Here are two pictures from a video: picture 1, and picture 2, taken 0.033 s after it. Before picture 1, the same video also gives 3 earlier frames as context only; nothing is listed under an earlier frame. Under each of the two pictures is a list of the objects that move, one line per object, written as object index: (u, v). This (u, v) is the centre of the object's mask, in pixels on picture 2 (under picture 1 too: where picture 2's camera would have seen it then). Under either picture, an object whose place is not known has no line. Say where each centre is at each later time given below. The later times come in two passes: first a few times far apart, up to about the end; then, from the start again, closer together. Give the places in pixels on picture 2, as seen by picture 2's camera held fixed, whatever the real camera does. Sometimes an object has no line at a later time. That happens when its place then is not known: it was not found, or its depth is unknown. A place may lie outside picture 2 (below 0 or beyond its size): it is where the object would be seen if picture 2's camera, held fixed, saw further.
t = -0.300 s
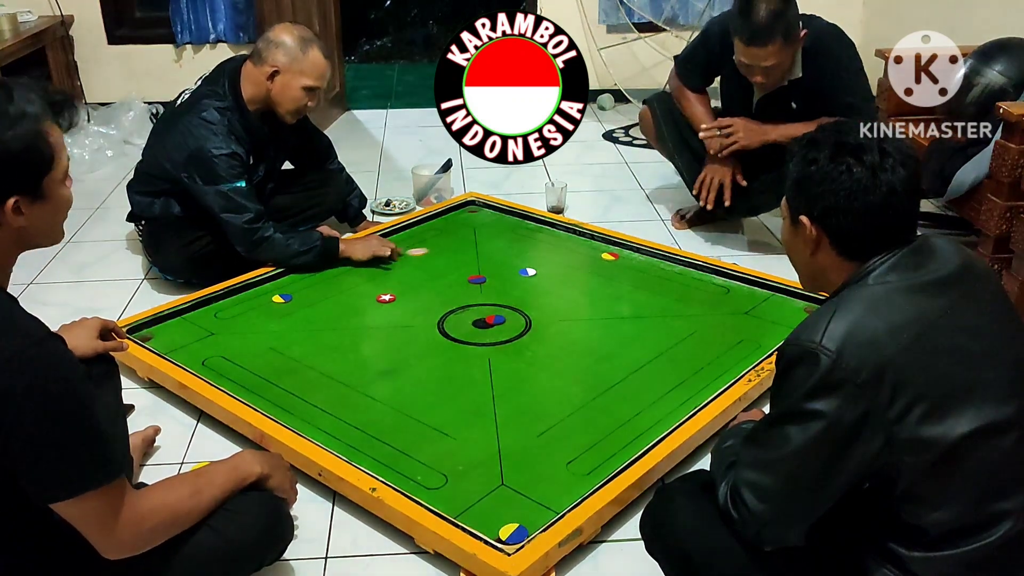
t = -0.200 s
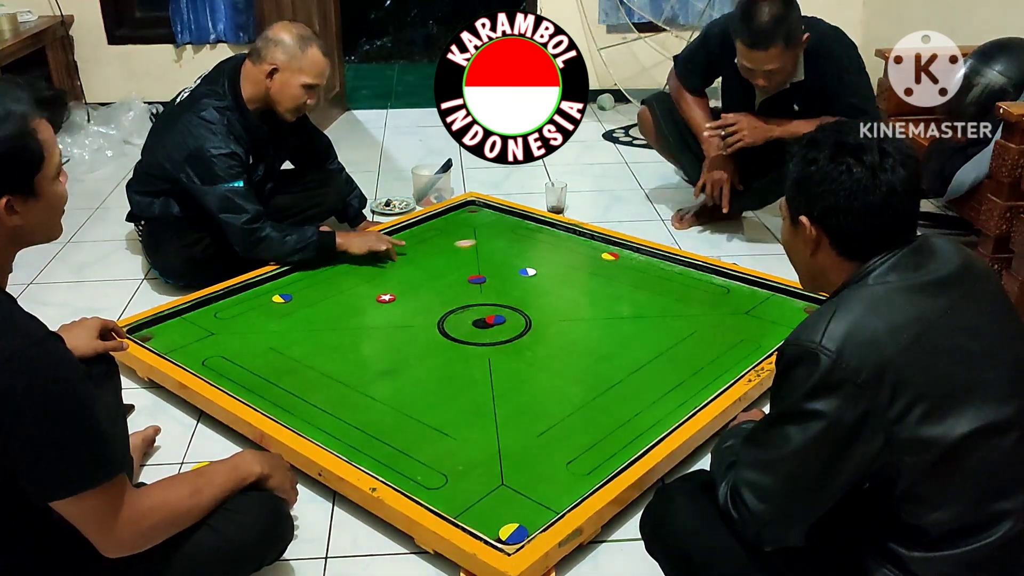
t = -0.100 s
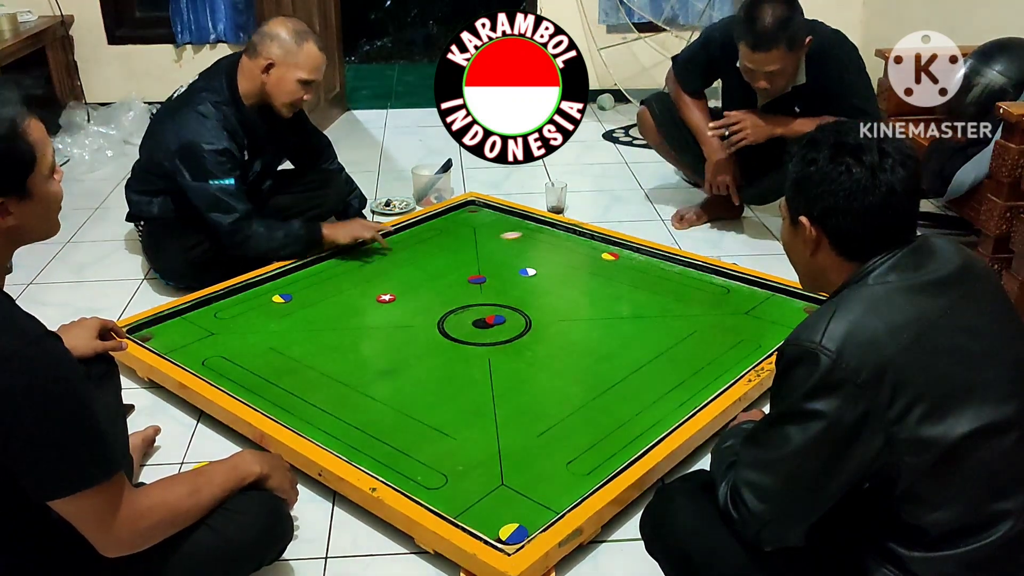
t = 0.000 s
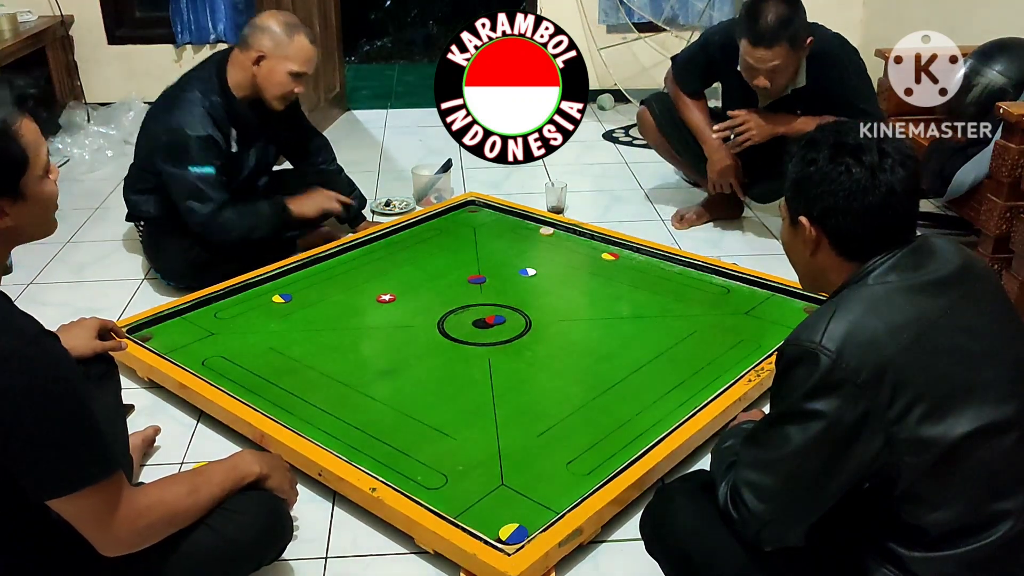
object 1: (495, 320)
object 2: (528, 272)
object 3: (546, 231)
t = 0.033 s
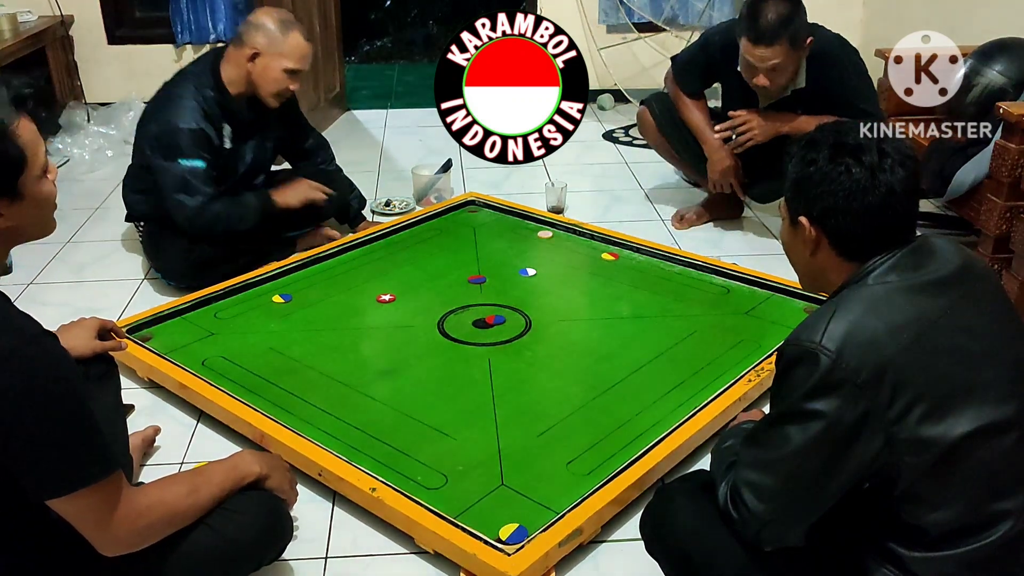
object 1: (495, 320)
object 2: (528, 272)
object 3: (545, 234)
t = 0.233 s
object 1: (495, 320)
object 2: (527, 272)
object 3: (535, 256)
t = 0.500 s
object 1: (495, 320)
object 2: (517, 296)
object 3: (530, 266)
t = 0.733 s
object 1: (475, 329)
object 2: (524, 319)
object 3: (530, 268)
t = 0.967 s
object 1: (433, 350)
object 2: (553, 332)
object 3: (530, 270)
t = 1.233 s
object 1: (385, 373)
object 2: (583, 346)
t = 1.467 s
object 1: (342, 395)
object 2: (609, 358)
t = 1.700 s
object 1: (301, 418)
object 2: (634, 371)
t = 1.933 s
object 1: (313, 414)
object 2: (658, 384)
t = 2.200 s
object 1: (339, 404)
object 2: (682, 397)
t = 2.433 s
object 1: (359, 397)
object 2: (688, 403)
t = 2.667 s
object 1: (374, 392)
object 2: (675, 400)
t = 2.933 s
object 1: (387, 389)
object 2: (665, 399)
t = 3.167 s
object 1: (397, 387)
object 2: (660, 399)
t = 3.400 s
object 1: (405, 386)
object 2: (657, 399)
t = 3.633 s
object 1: (407, 386)
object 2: (657, 399)
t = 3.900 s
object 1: (408, 386)
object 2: (657, 399)
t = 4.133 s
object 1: (410, 386)
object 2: (657, 399)
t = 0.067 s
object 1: (495, 320)
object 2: (527, 272)
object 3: (543, 238)
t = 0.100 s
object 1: (495, 320)
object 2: (527, 272)
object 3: (541, 241)
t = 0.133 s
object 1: (495, 320)
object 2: (527, 272)
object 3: (540, 245)
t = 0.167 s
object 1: (495, 320)
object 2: (527, 272)
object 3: (538, 248)
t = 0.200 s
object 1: (495, 320)
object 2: (527, 272)
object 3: (537, 252)
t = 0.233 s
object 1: (495, 320)
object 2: (527, 272)
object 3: (535, 256)
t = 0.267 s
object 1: (495, 320)
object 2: (527, 272)
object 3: (533, 259)
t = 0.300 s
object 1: (495, 320)
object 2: (527, 272)
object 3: (532, 263)
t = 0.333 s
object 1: (495, 320)
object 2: (527, 275)
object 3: (531, 265)
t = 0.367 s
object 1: (495, 320)
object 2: (525, 279)
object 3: (531, 265)
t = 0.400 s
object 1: (495, 320)
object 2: (523, 283)
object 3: (531, 265)
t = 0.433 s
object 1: (495, 320)
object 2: (521, 287)
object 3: (531, 266)
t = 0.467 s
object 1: (495, 320)
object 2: (519, 292)
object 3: (530, 266)
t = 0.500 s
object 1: (495, 320)
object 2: (517, 296)
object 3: (530, 266)
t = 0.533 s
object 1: (495, 320)
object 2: (515, 301)
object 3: (530, 266)
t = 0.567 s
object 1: (495, 320)
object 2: (513, 306)
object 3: (530, 267)
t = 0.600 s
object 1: (495, 320)
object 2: (511, 310)
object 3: (530, 267)
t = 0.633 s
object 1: (492, 321)
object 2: (512, 314)
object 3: (530, 267)
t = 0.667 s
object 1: (487, 323)
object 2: (517, 316)
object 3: (530, 268)
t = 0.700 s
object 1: (481, 326)
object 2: (520, 317)
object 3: (530, 268)
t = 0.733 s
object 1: (475, 329)
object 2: (524, 319)
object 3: (530, 268)
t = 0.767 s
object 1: (469, 332)
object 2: (528, 321)
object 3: (530, 269)
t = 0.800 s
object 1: (463, 335)
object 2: (532, 323)
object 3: (530, 269)
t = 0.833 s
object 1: (457, 338)
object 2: (537, 325)
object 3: (530, 269)
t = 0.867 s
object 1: (451, 341)
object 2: (541, 327)
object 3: (530, 269)
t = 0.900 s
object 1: (445, 344)
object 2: (545, 328)
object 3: (530, 269)
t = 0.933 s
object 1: (440, 347)
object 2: (549, 330)
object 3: (530, 270)
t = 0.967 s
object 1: (433, 350)
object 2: (553, 332)
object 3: (530, 270)
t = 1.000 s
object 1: (427, 353)
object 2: (557, 333)
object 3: (530, 270)
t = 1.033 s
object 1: (421, 356)
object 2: (560, 335)
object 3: (530, 271)
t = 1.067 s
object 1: (415, 358)
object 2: (564, 337)
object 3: (530, 270)
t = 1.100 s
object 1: (409, 361)
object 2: (568, 339)
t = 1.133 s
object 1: (403, 364)
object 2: (572, 340)
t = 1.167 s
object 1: (397, 367)
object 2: (576, 342)
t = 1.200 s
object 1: (391, 370)
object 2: (580, 344)
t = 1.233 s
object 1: (385, 373)
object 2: (583, 346)
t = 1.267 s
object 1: (379, 376)
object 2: (587, 347)
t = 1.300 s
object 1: (373, 379)
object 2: (591, 349)
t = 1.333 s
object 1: (367, 382)
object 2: (594, 351)
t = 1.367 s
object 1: (361, 385)
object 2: (598, 353)
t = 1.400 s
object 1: (355, 388)
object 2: (602, 354)
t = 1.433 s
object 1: (349, 392)
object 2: (606, 356)
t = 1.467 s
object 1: (342, 395)
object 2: (609, 358)
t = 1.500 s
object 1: (336, 398)
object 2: (613, 360)
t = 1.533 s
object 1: (331, 401)
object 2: (616, 362)
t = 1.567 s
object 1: (325, 405)
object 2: (620, 364)
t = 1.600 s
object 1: (318, 408)
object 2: (624, 365)
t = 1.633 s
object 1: (312, 411)
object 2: (627, 367)
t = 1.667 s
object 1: (306, 414)
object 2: (631, 369)
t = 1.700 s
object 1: (301, 418)
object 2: (634, 371)
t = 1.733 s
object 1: (295, 421)
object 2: (638, 373)
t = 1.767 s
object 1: (295, 421)
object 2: (642, 375)
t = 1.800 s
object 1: (298, 420)
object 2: (645, 376)
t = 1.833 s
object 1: (302, 418)
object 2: (648, 378)
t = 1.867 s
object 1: (305, 417)
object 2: (651, 380)
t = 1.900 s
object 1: (310, 416)
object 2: (655, 382)
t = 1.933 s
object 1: (313, 414)
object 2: (658, 384)
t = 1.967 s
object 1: (317, 413)
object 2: (661, 386)
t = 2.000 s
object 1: (320, 411)
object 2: (664, 387)
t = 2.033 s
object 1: (324, 410)
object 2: (667, 389)
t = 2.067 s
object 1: (327, 408)
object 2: (670, 391)
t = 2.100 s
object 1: (330, 407)
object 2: (673, 392)
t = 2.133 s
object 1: (334, 406)
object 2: (676, 394)
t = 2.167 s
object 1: (337, 405)
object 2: (679, 395)
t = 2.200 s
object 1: (339, 404)
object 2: (682, 397)
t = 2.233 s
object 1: (342, 403)
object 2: (685, 399)
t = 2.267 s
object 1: (345, 402)
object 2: (688, 401)
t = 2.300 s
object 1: (348, 401)
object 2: (690, 402)
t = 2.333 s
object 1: (351, 400)
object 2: (691, 403)
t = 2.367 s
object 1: (354, 399)
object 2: (691, 403)
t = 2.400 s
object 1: (356, 398)
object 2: (689, 403)
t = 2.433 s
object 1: (359, 397)
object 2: (688, 403)
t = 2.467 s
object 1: (361, 397)
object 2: (686, 403)
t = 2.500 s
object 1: (363, 396)
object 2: (684, 402)
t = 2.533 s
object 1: (366, 395)
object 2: (682, 402)
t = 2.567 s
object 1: (368, 394)
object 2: (680, 401)
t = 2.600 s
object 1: (370, 393)
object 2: (678, 401)
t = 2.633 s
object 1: (372, 393)
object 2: (677, 401)
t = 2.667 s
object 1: (374, 392)
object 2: (675, 400)
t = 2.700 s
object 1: (376, 392)
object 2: (674, 400)
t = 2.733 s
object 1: (378, 391)
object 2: (672, 400)
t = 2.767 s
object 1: (379, 391)
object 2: (671, 400)
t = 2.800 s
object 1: (381, 390)
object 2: (670, 399)
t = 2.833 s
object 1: (383, 390)
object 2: (668, 399)
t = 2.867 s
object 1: (384, 389)
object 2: (667, 399)
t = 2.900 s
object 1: (386, 389)
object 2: (666, 399)
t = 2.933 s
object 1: (387, 389)
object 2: (665, 399)
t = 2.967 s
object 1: (389, 388)
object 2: (664, 399)
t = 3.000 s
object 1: (390, 388)
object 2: (663, 399)
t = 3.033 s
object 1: (392, 388)
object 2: (662, 399)
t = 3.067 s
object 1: (393, 387)
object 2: (662, 399)
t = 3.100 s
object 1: (394, 387)
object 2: (661, 399)
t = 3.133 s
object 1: (395, 387)
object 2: (660, 399)
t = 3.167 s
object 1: (397, 387)
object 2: (660, 399)
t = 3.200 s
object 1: (398, 387)
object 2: (659, 399)
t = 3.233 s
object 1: (399, 387)
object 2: (659, 399)
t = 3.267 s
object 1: (400, 386)
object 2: (658, 399)
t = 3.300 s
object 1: (402, 386)
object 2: (658, 399)
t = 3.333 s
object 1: (403, 386)
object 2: (658, 399)
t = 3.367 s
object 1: (404, 386)
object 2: (658, 399)
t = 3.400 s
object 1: (405, 386)
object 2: (657, 399)
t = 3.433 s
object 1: (405, 386)
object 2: (657, 399)
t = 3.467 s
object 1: (405, 386)
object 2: (657, 399)
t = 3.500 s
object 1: (405, 386)
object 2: (657, 399)
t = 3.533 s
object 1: (406, 386)
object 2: (657, 399)
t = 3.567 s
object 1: (406, 386)
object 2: (657, 399)
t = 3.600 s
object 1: (406, 386)
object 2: (657, 399)
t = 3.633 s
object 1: (407, 386)
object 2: (657, 399)
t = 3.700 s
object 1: (407, 386)
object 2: (657, 399)
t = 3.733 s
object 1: (407, 386)
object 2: (657, 399)
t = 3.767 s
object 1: (407, 386)
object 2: (657, 399)
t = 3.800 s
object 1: (408, 386)
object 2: (657, 399)
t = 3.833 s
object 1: (408, 386)
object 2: (657, 399)
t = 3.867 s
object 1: (408, 386)
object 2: (657, 399)
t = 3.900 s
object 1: (408, 386)
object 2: (657, 399)
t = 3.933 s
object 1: (409, 386)
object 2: (657, 399)
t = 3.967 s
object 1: (409, 386)
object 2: (657, 399)
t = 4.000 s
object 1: (409, 386)
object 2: (657, 399)
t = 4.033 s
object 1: (409, 386)
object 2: (657, 399)
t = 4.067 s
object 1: (409, 386)
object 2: (657, 399)
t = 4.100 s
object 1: (409, 386)
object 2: (657, 399)
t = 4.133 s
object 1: (410, 386)
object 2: (657, 399)
